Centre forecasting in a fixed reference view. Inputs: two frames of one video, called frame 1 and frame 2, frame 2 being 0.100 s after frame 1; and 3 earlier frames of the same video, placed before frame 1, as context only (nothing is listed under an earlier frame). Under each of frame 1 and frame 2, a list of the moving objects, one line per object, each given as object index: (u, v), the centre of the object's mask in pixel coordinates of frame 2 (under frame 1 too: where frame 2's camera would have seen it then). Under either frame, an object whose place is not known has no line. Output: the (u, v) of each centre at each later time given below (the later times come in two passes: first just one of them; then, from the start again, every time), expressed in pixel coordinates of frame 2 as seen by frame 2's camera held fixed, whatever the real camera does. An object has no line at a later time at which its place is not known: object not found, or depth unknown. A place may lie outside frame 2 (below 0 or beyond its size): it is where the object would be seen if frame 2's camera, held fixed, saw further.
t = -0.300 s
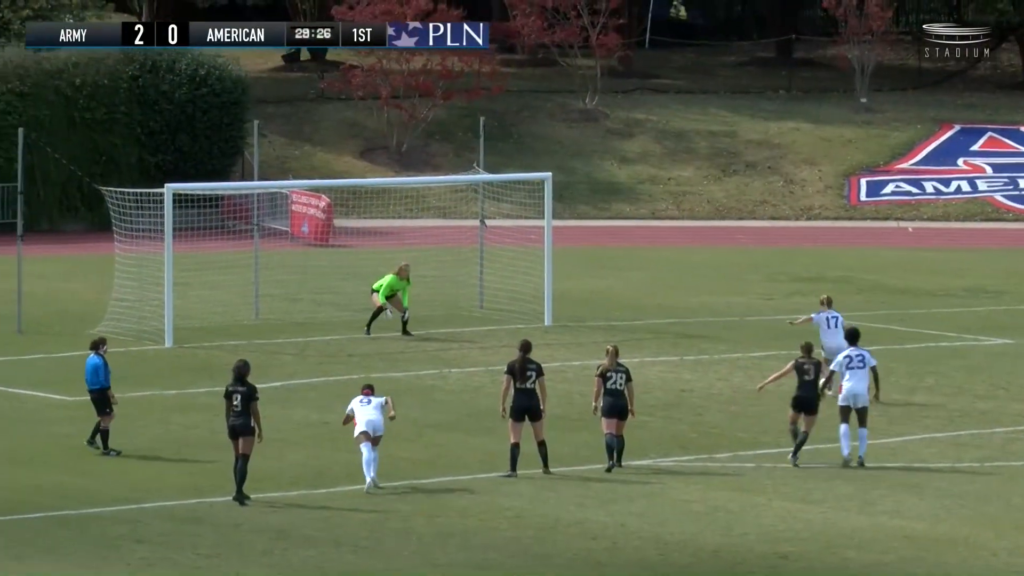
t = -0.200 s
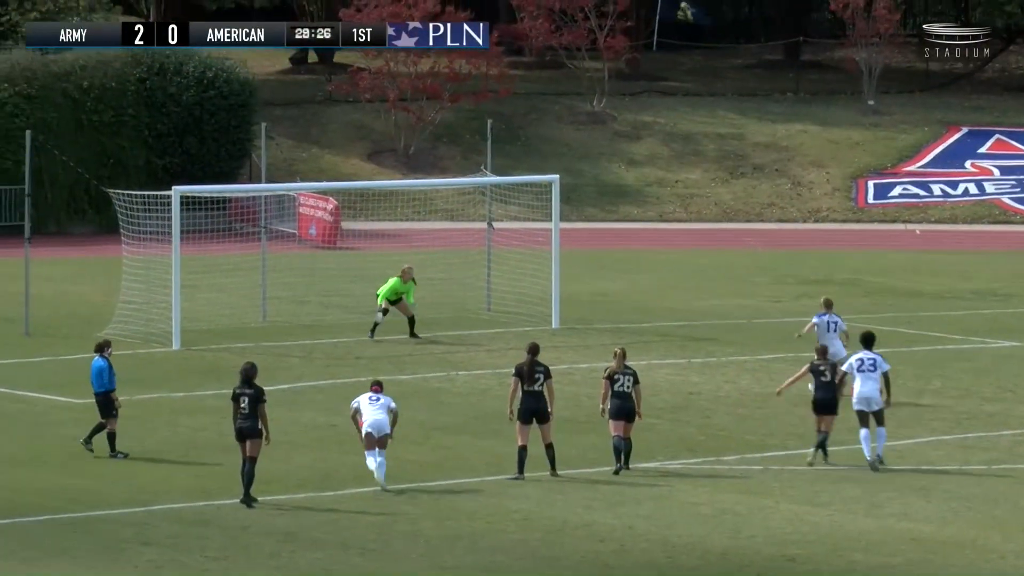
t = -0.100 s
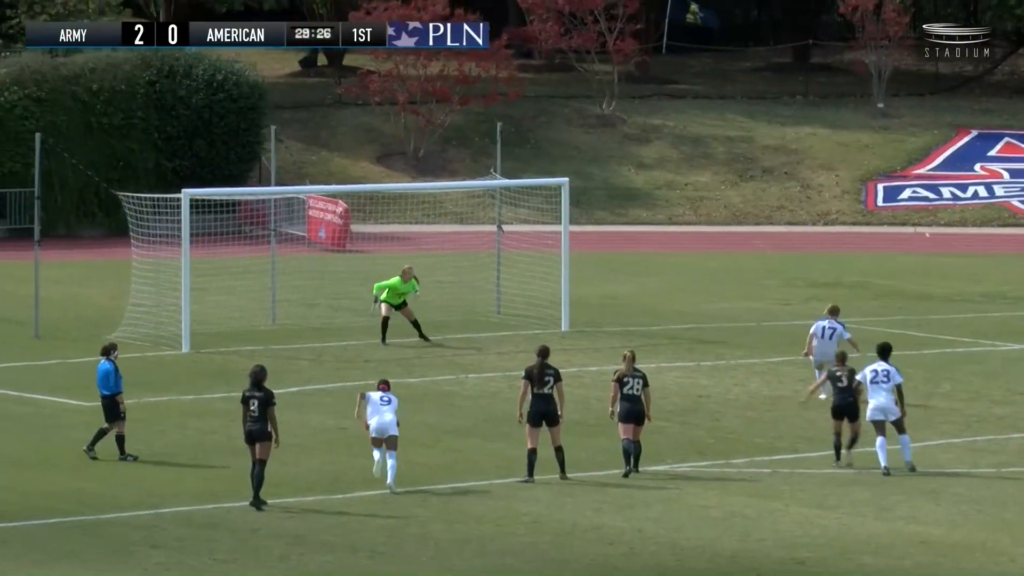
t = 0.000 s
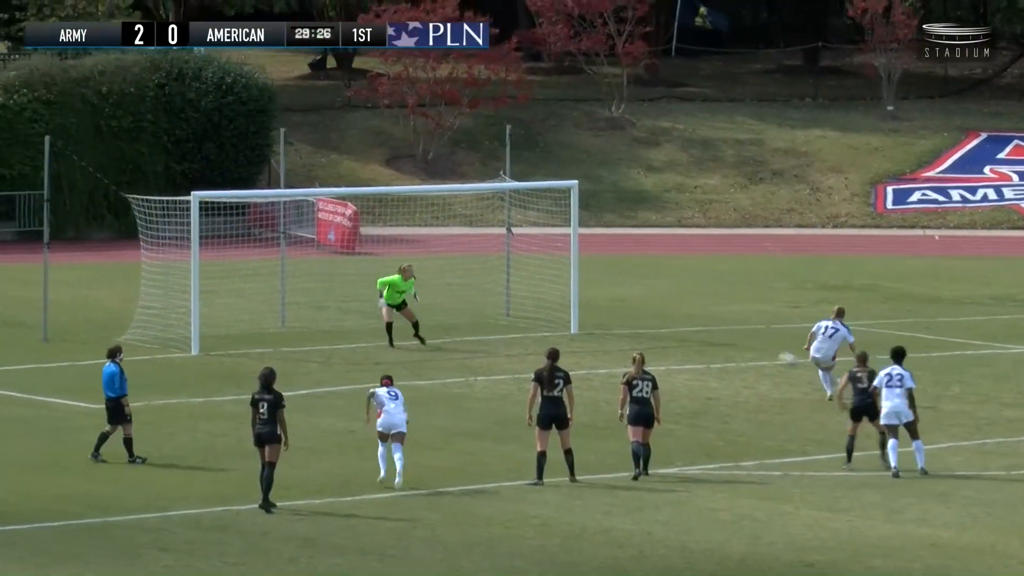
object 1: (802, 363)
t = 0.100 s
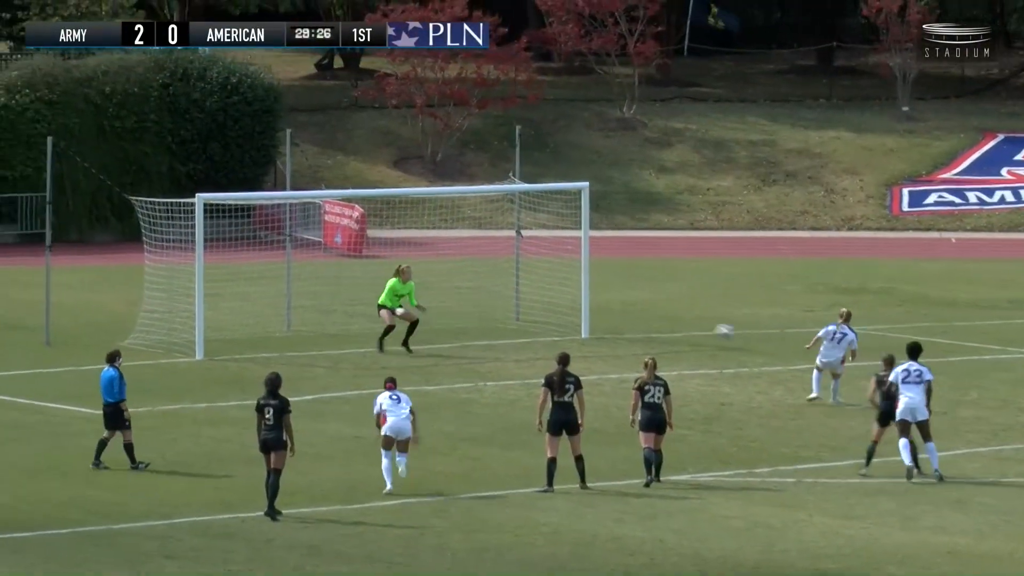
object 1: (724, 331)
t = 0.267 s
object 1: (601, 296)
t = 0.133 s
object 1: (698, 322)
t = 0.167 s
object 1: (674, 313)
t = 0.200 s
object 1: (649, 306)
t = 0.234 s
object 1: (625, 301)
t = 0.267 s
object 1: (601, 296)
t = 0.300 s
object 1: (577, 292)
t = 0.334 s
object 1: (553, 287)
